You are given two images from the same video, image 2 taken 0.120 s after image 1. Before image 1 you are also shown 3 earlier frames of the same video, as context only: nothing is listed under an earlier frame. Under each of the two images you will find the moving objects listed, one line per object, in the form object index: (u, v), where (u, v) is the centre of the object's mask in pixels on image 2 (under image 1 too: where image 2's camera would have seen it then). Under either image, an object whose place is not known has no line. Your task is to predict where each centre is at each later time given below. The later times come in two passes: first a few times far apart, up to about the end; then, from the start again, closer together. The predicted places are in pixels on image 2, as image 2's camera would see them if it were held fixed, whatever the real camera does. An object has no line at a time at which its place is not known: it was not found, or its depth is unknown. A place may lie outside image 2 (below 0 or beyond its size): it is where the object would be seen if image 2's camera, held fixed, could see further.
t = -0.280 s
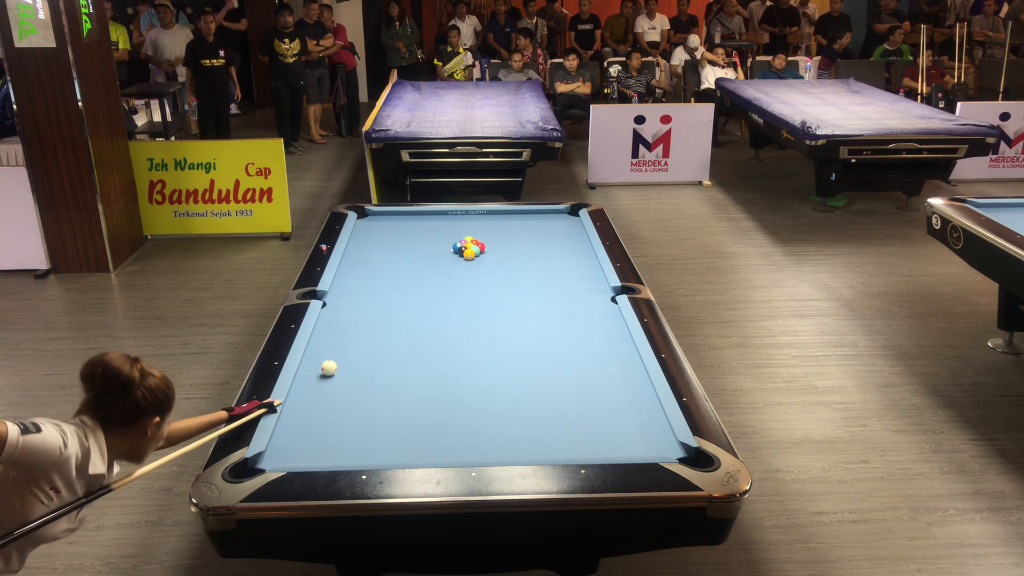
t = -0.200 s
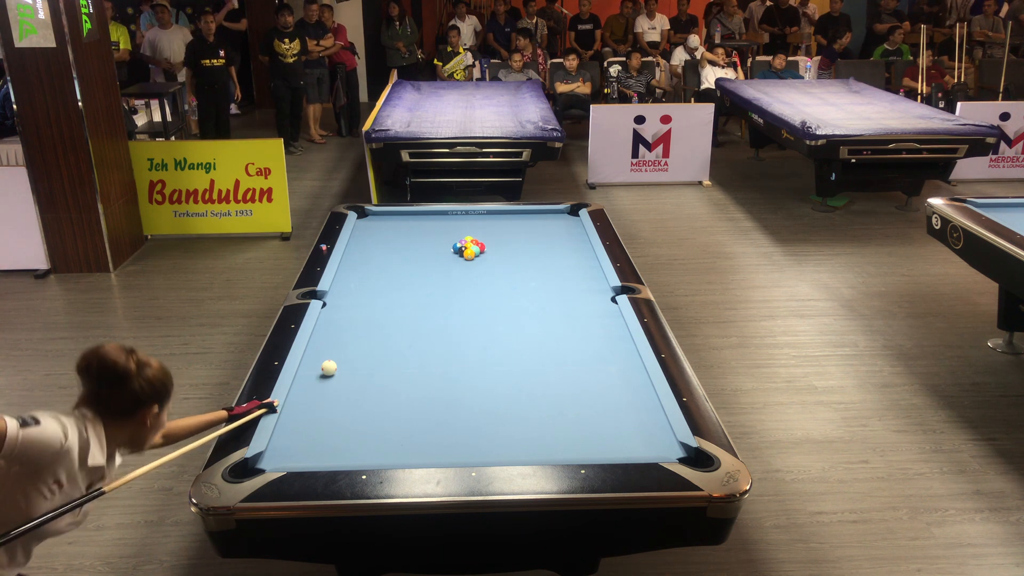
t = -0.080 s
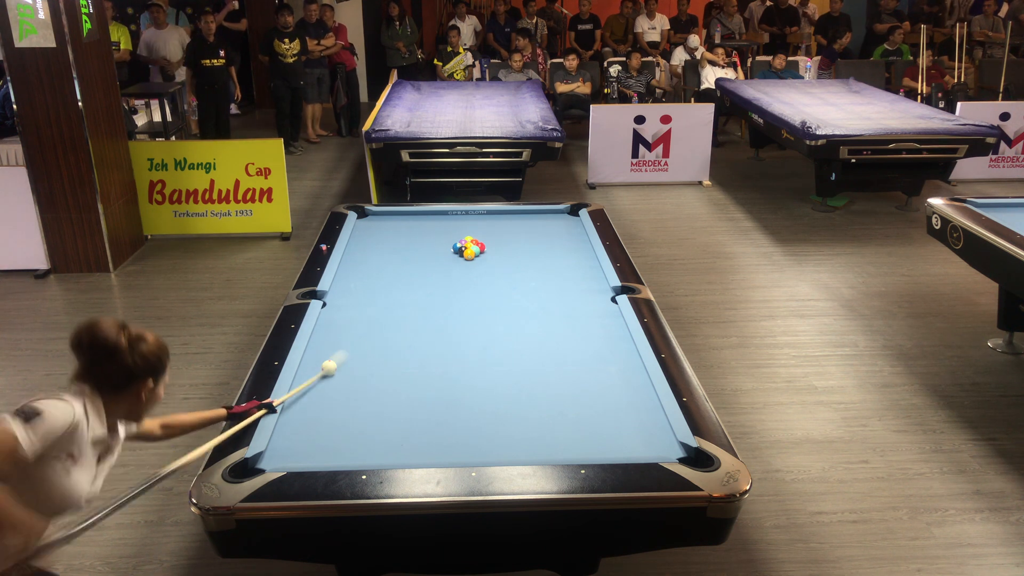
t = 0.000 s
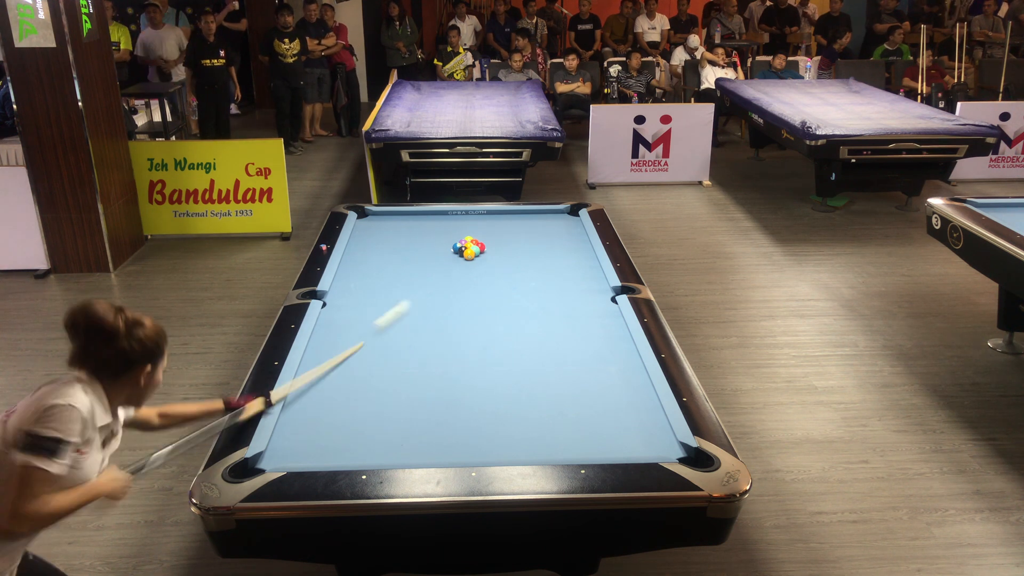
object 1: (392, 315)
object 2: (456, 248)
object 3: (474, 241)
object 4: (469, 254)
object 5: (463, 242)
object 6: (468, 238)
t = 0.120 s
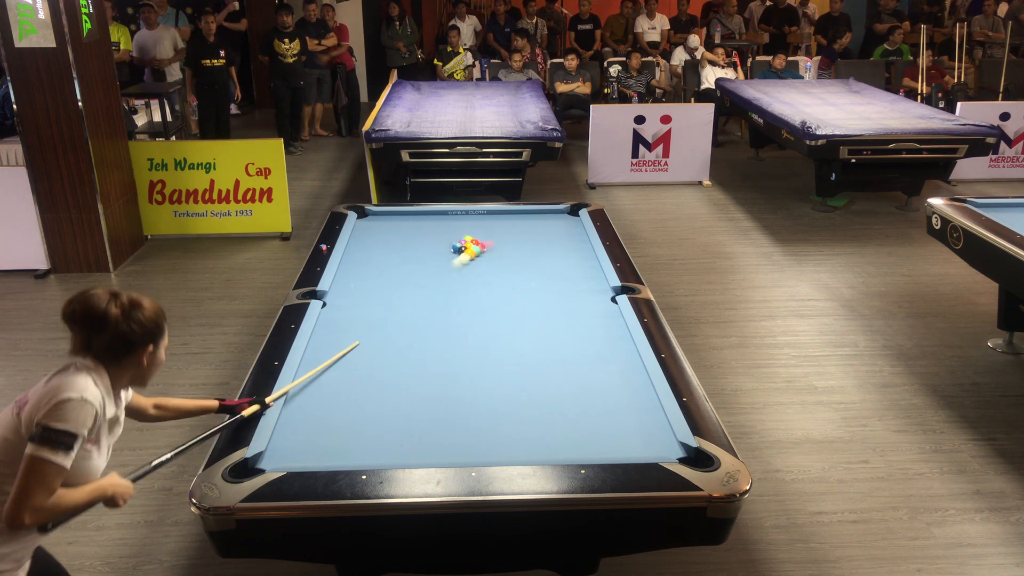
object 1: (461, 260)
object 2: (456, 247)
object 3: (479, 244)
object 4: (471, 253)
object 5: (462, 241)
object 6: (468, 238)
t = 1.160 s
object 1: (385, 351)
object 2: (393, 213)
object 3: (495, 216)
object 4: (602, 287)
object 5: (370, 223)
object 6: (405, 246)
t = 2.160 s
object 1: (271, 458)
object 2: (423, 216)
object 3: (506, 220)
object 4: (557, 314)
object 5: (347, 267)
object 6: (350, 296)
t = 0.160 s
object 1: (464, 259)
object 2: (447, 245)
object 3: (476, 242)
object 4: (476, 256)
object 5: (459, 241)
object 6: (464, 235)
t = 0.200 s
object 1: (463, 262)
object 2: (438, 243)
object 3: (477, 241)
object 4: (482, 258)
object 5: (454, 240)
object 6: (459, 231)
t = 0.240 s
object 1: (461, 264)
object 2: (431, 240)
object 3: (477, 240)
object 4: (487, 260)
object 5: (449, 237)
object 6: (455, 227)
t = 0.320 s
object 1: (457, 270)
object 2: (415, 236)
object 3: (479, 237)
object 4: (498, 262)
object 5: (442, 233)
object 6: (448, 220)
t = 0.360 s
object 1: (454, 273)
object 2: (408, 233)
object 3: (480, 236)
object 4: (503, 264)
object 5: (439, 232)
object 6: (444, 216)
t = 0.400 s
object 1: (451, 276)
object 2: (402, 231)
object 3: (481, 235)
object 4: (507, 265)
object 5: (435, 230)
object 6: (441, 213)
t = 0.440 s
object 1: (448, 280)
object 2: (396, 230)
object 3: (482, 234)
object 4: (512, 266)
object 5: (432, 228)
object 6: (439, 214)
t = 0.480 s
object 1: (445, 283)
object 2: (390, 227)
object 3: (483, 233)
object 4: (517, 267)
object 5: (429, 226)
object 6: (437, 216)
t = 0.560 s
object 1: (439, 290)
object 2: (378, 224)
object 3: (484, 231)
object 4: (527, 269)
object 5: (422, 223)
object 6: (434, 220)
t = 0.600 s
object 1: (436, 293)
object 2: (372, 223)
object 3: (485, 230)
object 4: (532, 270)
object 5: (419, 221)
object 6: (431, 222)
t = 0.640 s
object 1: (433, 297)
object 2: (366, 220)
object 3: (486, 229)
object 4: (537, 272)
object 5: (417, 219)
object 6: (430, 223)
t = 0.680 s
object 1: (429, 301)
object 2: (362, 219)
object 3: (487, 227)
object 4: (542, 273)
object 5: (414, 217)
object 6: (428, 225)
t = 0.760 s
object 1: (423, 308)
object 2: (370, 216)
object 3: (488, 225)
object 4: (552, 275)
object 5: (408, 214)
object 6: (424, 228)
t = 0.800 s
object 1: (419, 312)
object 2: (373, 216)
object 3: (489, 225)
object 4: (557, 276)
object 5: (405, 214)
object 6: (422, 230)
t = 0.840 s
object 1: (416, 316)
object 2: (377, 215)
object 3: (490, 223)
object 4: (562, 277)
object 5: (403, 215)
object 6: (420, 232)
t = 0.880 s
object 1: (412, 320)
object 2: (379, 214)
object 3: (490, 223)
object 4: (567, 279)
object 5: (401, 215)
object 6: (419, 233)
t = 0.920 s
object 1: (408, 324)
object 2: (382, 214)
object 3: (491, 221)
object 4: (572, 280)
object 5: (398, 216)
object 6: (417, 235)
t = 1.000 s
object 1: (401, 333)
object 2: (386, 215)
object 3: (493, 220)
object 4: (582, 282)
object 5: (393, 217)
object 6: (413, 239)
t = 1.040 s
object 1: (397, 337)
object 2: (390, 212)
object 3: (493, 219)
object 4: (587, 283)
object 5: (387, 219)
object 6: (411, 241)
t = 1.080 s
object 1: (393, 341)
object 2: (390, 214)
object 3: (494, 218)
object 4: (592, 285)
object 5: (381, 220)
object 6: (409, 242)
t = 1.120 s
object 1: (389, 346)
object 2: (391, 213)
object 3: (494, 217)
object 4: (597, 286)
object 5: (376, 222)
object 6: (407, 244)
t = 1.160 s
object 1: (385, 351)
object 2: (393, 213)
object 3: (495, 216)
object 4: (602, 287)
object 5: (370, 223)
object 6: (405, 246)
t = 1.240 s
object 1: (376, 360)
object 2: (396, 214)
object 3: (497, 214)
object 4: (601, 289)
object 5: (360, 226)
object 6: (401, 250)
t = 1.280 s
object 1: (372, 365)
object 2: (397, 214)
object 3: (497, 213)
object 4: (599, 290)
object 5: (360, 227)
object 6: (399, 251)
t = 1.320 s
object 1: (368, 369)
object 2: (398, 214)
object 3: (498, 213)
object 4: (597, 291)
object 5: (362, 228)
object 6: (397, 253)
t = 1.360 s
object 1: (363, 375)
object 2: (400, 214)
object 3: (498, 212)
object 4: (595, 293)
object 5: (362, 230)
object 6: (395, 255)
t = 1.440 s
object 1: (354, 386)
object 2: (403, 214)
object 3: (500, 213)
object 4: (591, 295)
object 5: (360, 234)
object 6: (390, 259)
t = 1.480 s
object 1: (349, 391)
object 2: (404, 214)
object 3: (500, 213)
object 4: (589, 296)
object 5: (360, 235)
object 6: (388, 261)
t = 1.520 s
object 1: (344, 397)
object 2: (405, 215)
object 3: (500, 214)
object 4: (587, 297)
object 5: (359, 237)
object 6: (386, 263)
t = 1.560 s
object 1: (339, 402)
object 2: (406, 215)
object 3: (501, 214)
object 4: (585, 298)
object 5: (358, 239)
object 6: (384, 265)
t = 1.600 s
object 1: (334, 408)
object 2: (408, 215)
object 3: (501, 215)
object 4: (583, 299)
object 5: (357, 241)
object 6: (382, 267)
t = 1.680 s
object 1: (323, 420)
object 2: (410, 215)
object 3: (502, 215)
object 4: (580, 301)
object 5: (356, 245)
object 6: (378, 271)
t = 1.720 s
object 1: (317, 426)
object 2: (411, 215)
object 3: (502, 216)
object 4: (578, 302)
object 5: (355, 246)
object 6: (375, 273)
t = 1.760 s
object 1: (312, 432)
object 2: (412, 215)
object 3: (503, 216)
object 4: (576, 304)
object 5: (355, 248)
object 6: (373, 275)
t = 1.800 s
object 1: (306, 439)
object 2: (414, 215)
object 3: (503, 217)
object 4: (574, 305)
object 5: (354, 250)
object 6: (371, 277)
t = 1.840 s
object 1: (300, 445)
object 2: (415, 215)
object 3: (504, 217)
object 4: (572, 306)
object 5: (353, 252)
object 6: (369, 279)
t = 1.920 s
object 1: (288, 457)
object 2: (417, 215)
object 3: (504, 218)
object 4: (568, 308)
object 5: (352, 256)
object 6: (364, 283)
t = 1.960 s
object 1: (282, 460)
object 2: (418, 216)
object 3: (505, 218)
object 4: (566, 309)
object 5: (351, 258)
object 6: (362, 285)
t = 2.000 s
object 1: (278, 459)
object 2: (419, 216)
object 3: (505, 219)
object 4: (564, 310)
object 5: (350, 260)
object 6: (360, 287)
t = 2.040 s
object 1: (274, 458)
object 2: (420, 216)
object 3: (505, 219)
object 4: (563, 311)
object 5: (350, 262)
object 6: (357, 289)
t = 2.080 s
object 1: (270, 457)
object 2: (421, 216)
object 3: (506, 219)
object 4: (561, 312)
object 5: (349, 264)
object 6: (355, 292)
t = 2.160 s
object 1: (271, 458)
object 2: (423, 216)
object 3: (506, 220)
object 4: (557, 314)
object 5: (347, 267)
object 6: (350, 296)
